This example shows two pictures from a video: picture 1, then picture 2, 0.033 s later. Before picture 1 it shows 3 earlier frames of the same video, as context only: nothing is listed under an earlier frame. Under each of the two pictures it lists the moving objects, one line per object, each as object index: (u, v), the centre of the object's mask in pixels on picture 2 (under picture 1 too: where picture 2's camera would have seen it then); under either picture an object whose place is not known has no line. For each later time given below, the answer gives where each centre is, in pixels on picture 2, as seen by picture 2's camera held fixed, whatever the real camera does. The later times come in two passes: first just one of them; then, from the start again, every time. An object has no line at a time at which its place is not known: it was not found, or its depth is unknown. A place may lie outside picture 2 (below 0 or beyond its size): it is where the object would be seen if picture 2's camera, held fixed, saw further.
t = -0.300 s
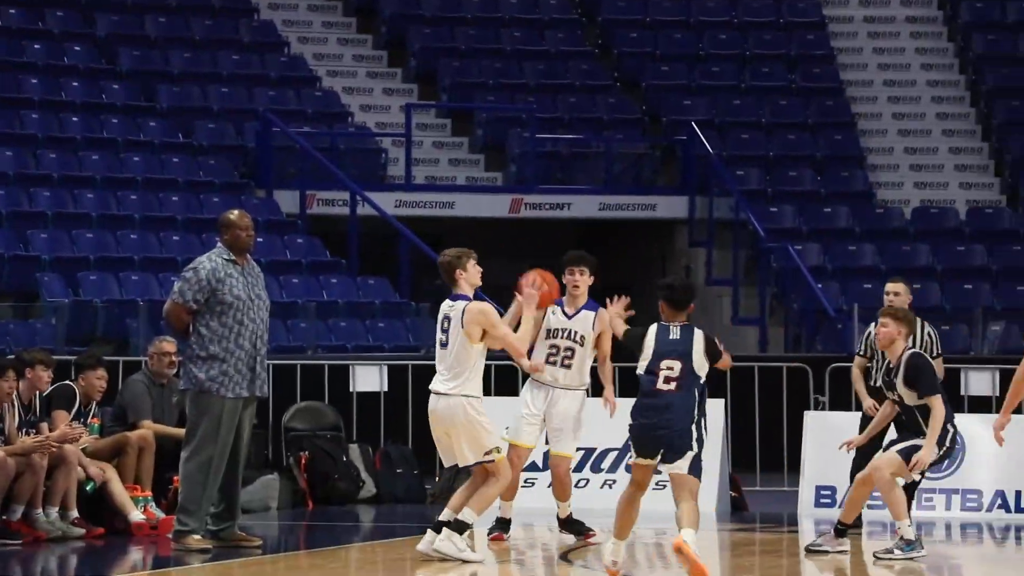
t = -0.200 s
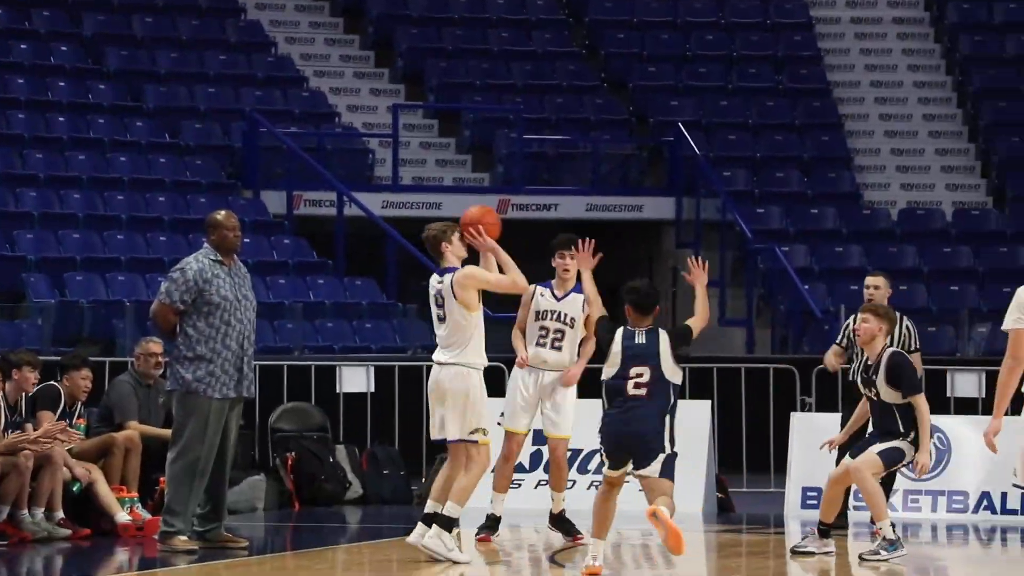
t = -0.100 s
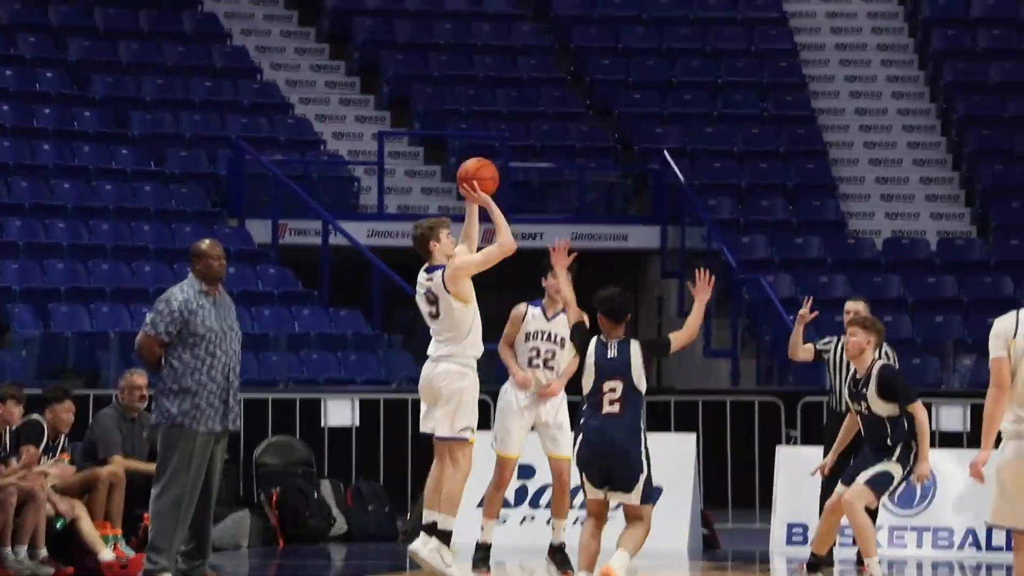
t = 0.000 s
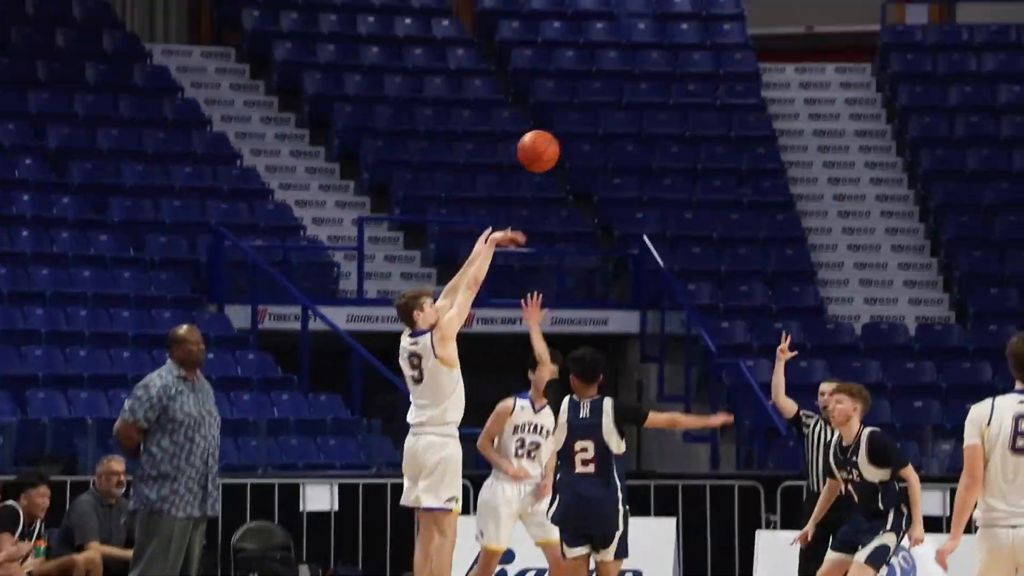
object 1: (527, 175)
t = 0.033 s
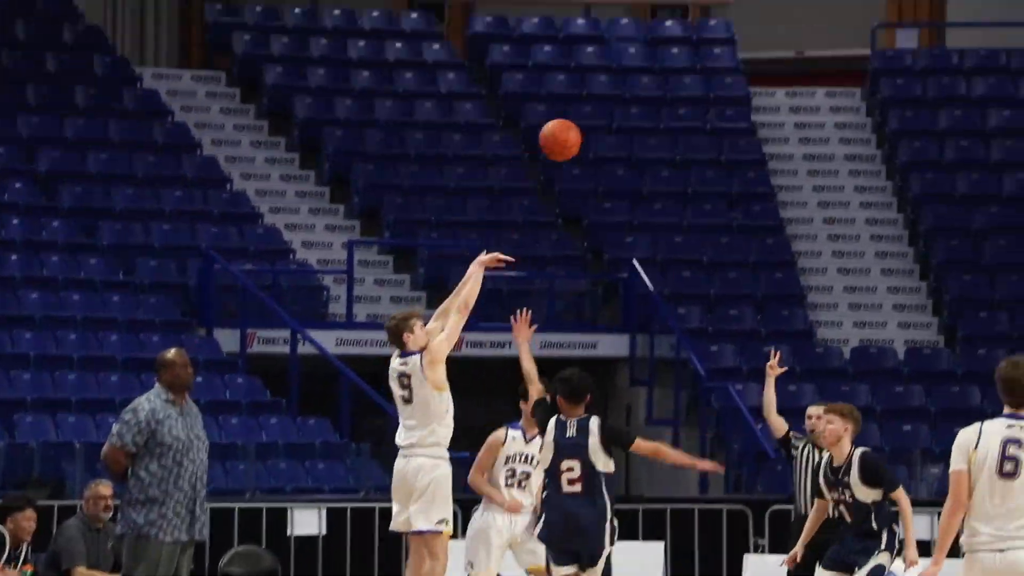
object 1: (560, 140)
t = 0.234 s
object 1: (764, -44)
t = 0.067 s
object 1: (593, 106)
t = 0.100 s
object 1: (627, 72)
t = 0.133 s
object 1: (662, 36)
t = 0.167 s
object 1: (698, 7)
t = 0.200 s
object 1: (732, -19)
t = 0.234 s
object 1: (764, -44)
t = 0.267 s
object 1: (797, -68)
